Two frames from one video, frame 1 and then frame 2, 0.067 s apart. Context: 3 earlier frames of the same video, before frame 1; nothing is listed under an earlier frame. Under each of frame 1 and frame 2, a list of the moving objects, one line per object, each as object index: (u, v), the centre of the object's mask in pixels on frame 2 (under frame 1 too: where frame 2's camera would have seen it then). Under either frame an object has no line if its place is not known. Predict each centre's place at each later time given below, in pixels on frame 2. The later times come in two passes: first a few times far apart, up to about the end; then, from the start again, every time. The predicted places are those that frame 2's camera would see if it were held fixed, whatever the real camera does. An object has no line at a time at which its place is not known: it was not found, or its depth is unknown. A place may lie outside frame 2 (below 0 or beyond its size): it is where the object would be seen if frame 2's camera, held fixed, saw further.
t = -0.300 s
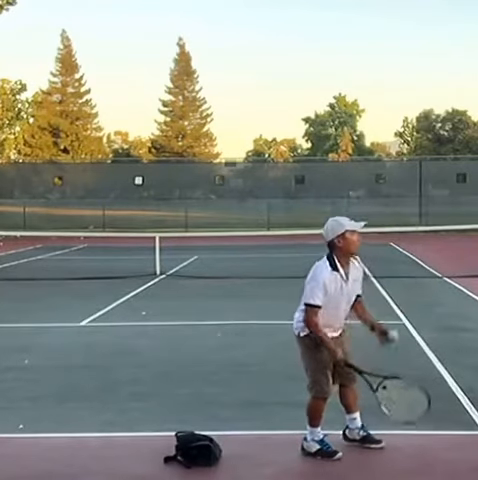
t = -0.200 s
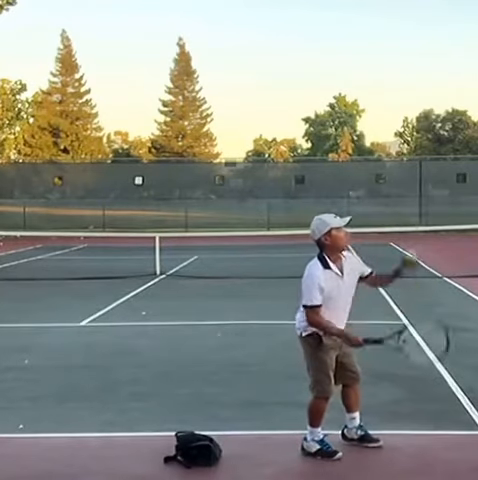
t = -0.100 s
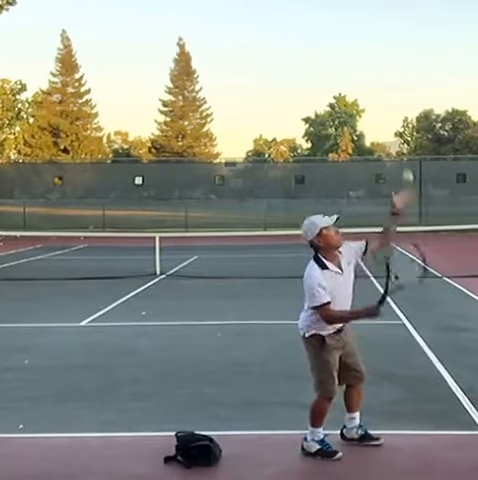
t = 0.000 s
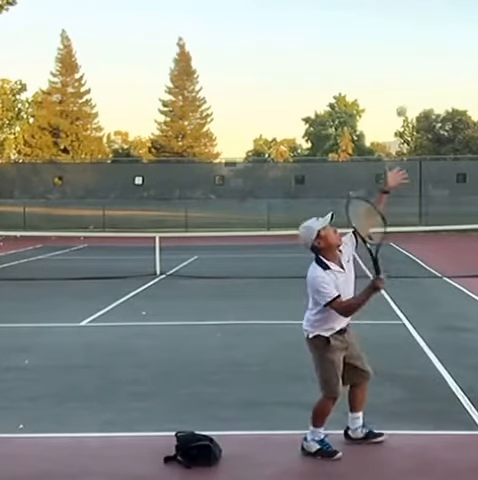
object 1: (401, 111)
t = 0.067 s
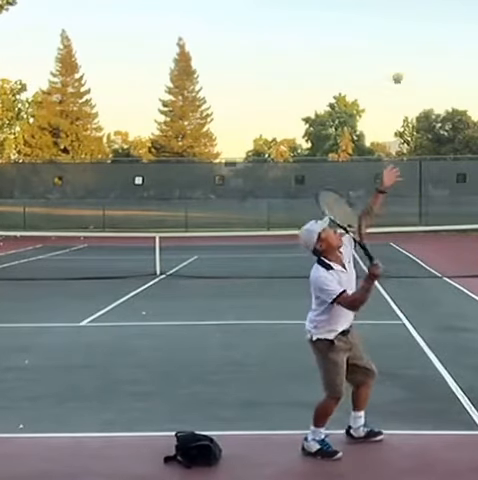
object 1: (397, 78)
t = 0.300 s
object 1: (383, 18)
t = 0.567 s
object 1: (367, 52)
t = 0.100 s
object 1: (395, 64)
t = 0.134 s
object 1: (393, 52)
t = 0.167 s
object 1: (391, 42)
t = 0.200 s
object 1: (389, 33)
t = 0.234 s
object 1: (388, 26)
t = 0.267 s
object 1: (385, 21)
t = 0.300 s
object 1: (383, 18)
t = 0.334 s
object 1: (381, 17)
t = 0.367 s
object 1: (379, 17)
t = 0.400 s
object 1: (377, 19)
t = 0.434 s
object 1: (375, 22)
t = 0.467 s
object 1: (373, 27)
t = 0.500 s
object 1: (370, 34)
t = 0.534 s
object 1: (369, 42)
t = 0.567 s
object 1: (367, 52)
